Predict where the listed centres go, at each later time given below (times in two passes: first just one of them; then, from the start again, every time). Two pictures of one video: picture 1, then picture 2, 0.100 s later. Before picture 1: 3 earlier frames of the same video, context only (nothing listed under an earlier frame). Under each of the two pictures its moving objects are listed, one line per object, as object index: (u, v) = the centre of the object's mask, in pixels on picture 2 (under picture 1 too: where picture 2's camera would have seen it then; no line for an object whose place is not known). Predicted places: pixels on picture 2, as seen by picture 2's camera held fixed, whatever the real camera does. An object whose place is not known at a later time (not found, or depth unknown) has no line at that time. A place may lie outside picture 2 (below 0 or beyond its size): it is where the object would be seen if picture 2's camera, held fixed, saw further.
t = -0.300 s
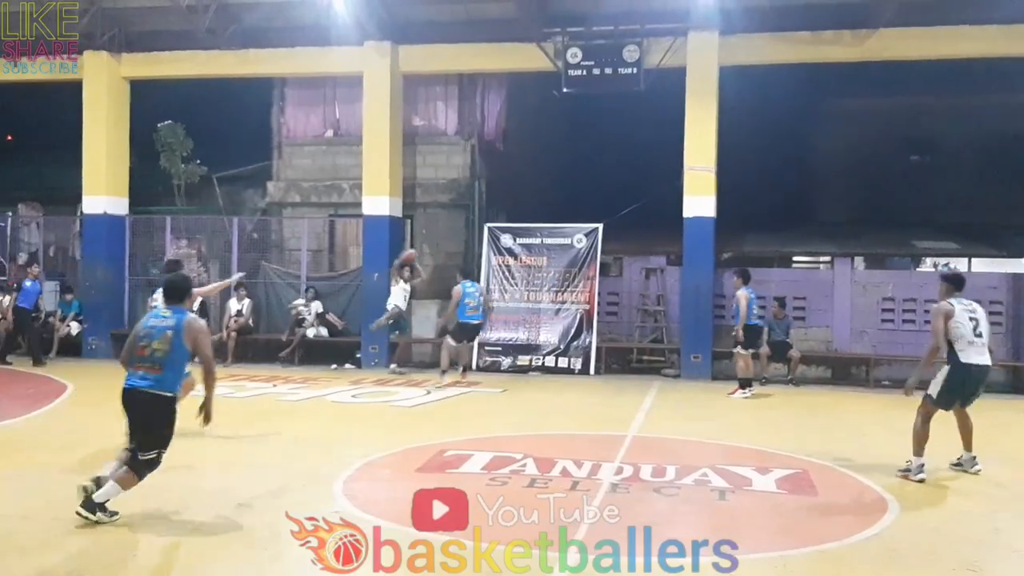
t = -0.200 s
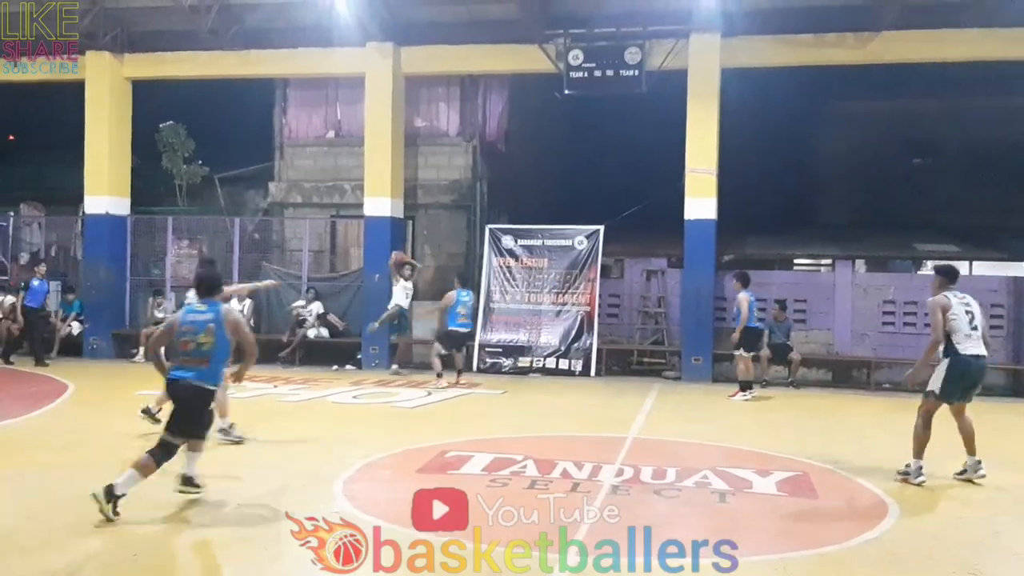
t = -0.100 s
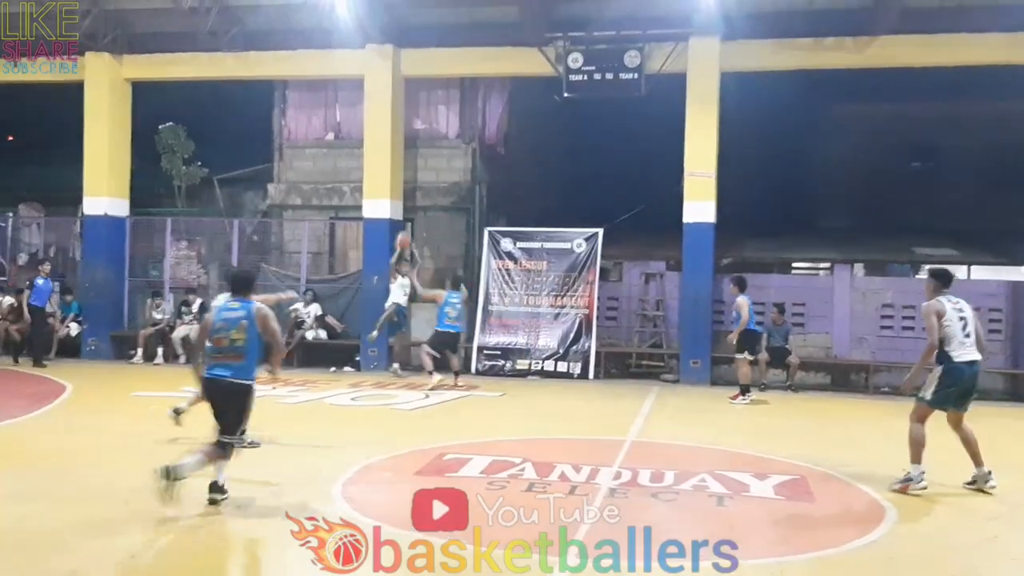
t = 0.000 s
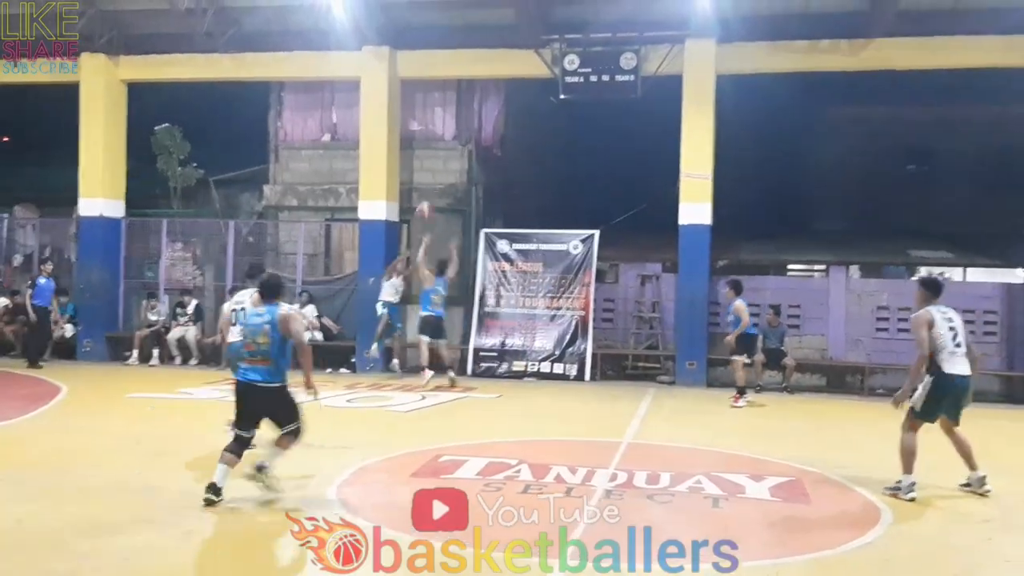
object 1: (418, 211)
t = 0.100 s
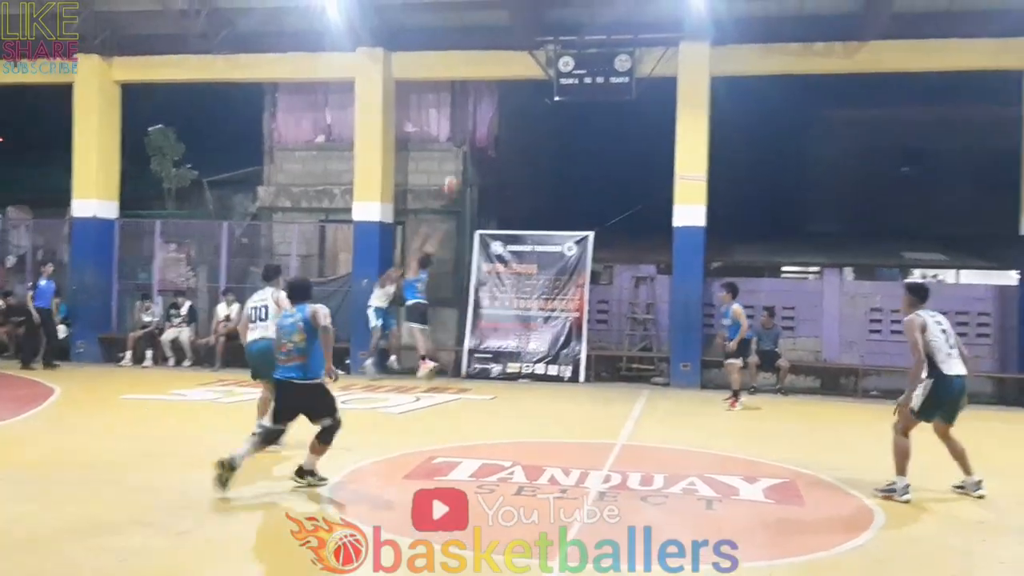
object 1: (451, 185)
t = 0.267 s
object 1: (507, 150)
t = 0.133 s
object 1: (461, 176)
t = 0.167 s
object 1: (470, 169)
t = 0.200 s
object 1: (482, 163)
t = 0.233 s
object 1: (495, 156)
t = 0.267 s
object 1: (507, 150)
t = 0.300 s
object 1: (520, 145)
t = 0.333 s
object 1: (533, 141)
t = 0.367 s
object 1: (547, 138)
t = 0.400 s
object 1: (559, 136)
